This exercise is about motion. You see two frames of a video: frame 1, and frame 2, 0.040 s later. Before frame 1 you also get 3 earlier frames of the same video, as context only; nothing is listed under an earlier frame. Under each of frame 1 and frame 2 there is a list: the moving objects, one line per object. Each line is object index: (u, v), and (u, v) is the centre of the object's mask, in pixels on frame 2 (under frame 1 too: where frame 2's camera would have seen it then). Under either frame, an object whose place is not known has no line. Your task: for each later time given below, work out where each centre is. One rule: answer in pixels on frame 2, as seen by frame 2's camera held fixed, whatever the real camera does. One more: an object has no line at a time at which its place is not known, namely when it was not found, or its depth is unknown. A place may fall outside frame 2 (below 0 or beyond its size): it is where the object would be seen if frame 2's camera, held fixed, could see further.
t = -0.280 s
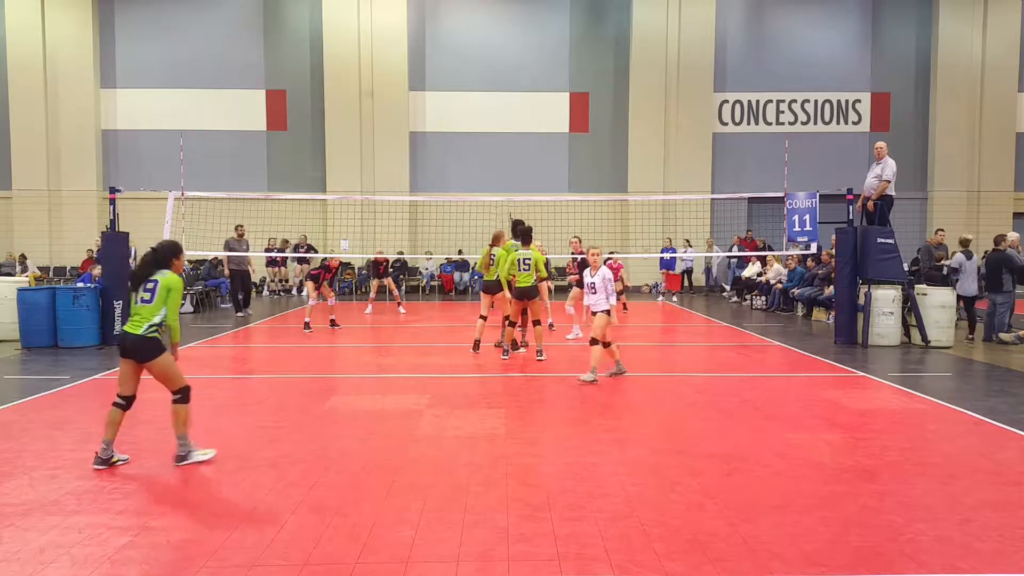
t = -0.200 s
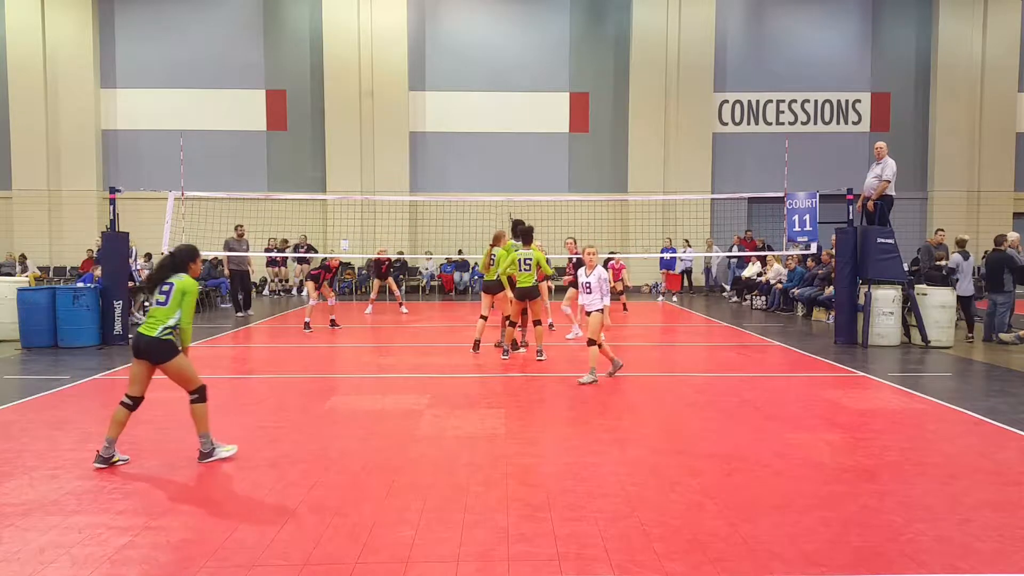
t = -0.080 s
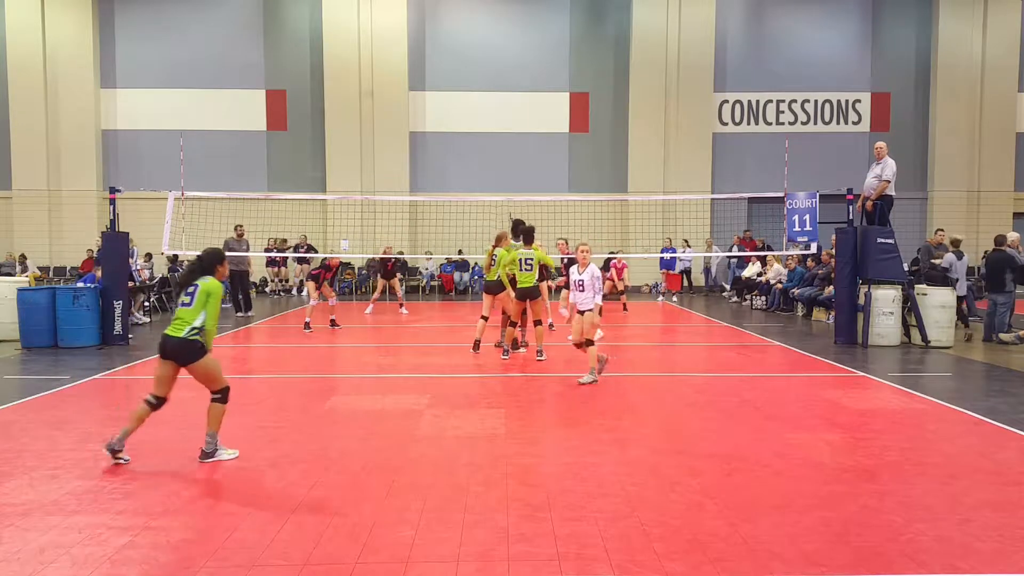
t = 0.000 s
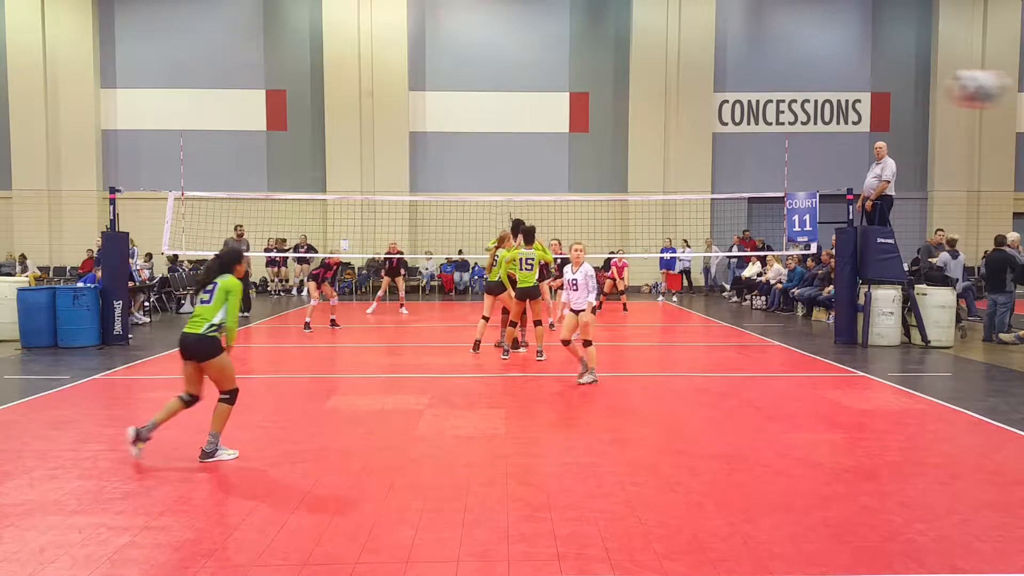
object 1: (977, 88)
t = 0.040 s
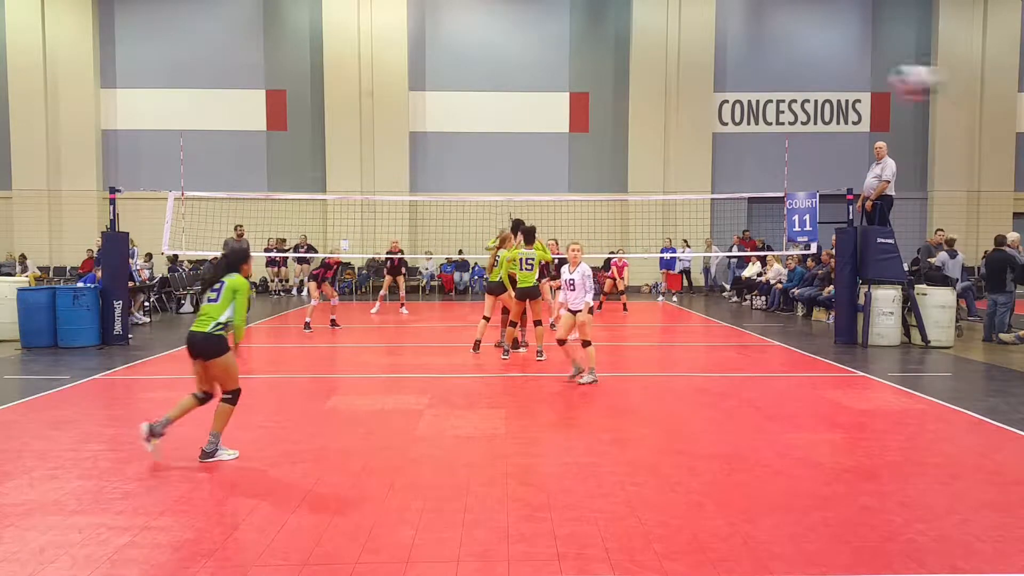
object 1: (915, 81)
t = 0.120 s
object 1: (801, 76)
